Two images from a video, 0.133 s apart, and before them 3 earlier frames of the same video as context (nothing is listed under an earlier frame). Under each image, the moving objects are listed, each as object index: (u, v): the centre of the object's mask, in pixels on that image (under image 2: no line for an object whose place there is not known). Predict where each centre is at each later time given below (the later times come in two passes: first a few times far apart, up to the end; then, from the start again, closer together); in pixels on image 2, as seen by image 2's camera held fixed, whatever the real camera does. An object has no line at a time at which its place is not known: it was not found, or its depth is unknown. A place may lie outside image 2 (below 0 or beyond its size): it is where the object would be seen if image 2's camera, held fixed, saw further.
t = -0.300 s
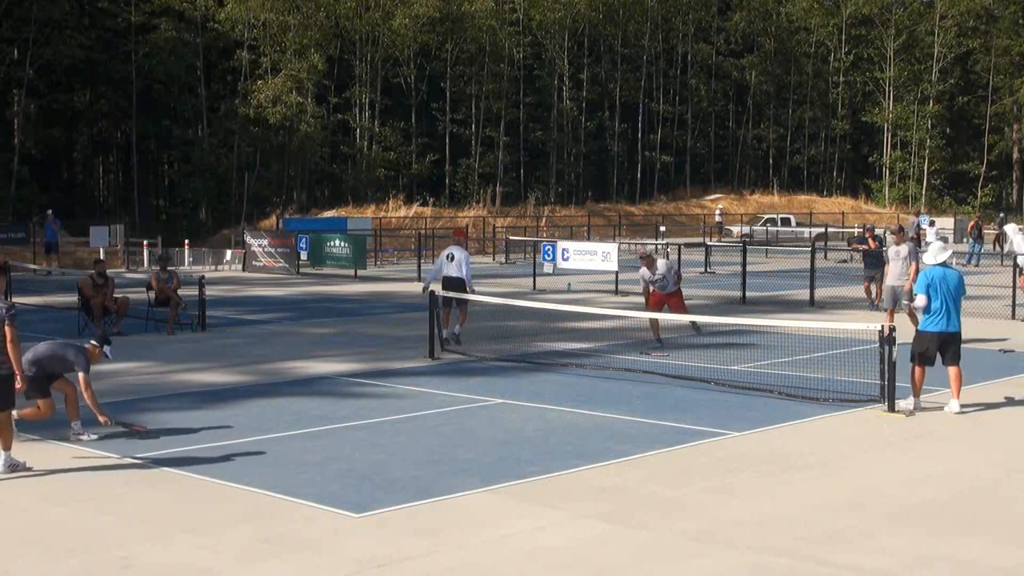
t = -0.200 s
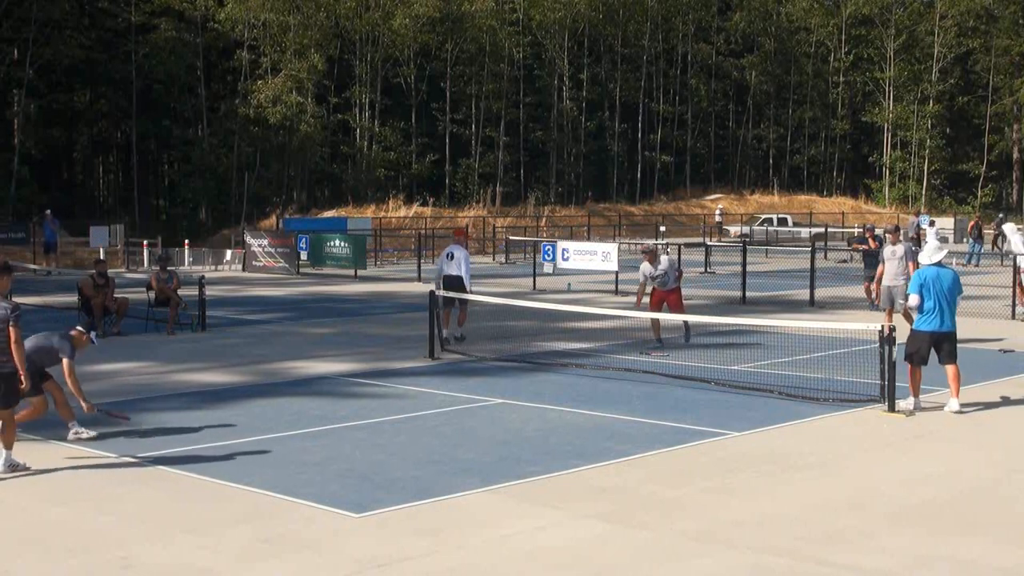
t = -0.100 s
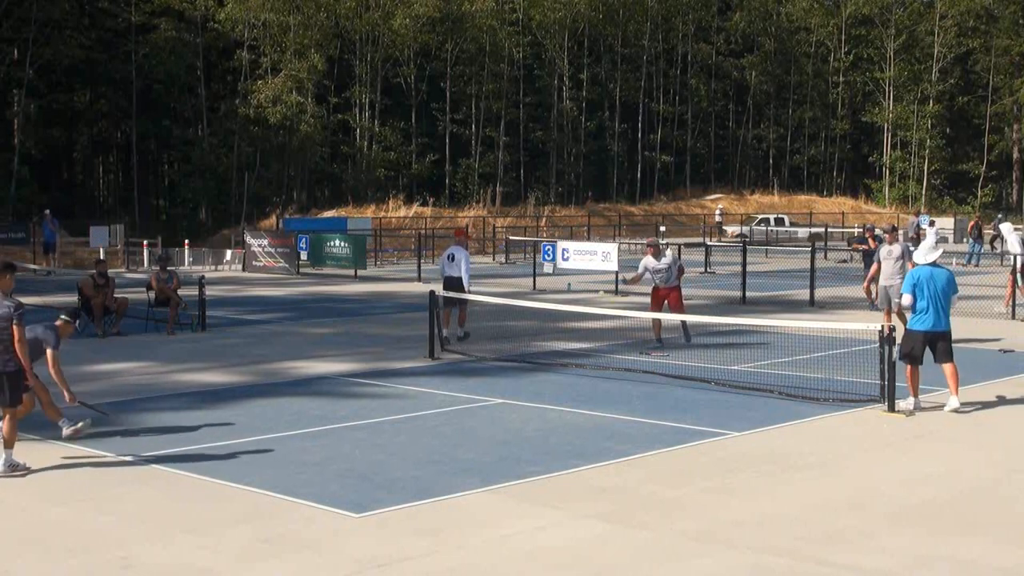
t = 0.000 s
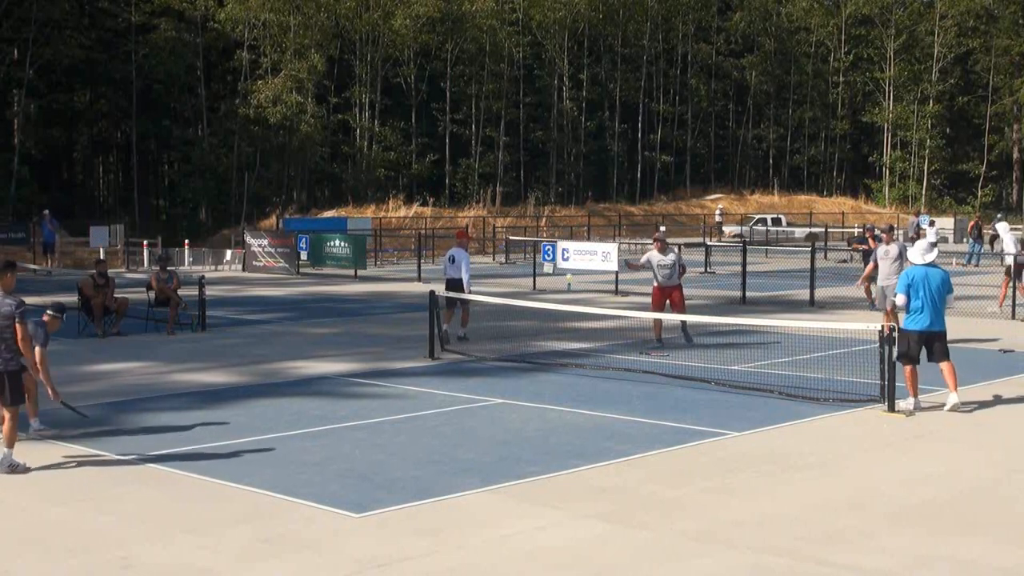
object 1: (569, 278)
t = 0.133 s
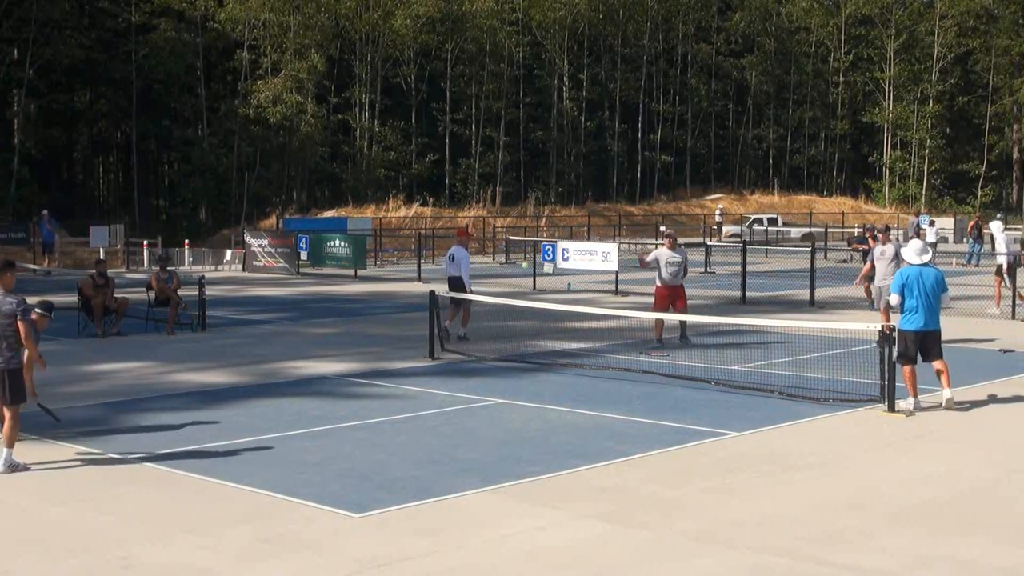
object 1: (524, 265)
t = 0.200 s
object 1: (501, 265)
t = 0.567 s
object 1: (369, 334)
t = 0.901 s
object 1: (268, 362)
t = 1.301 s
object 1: (163, 405)
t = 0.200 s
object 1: (501, 265)
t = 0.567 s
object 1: (369, 334)
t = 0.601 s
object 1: (357, 347)
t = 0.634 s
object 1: (344, 360)
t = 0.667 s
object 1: (330, 375)
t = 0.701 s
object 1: (319, 391)
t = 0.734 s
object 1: (310, 391)
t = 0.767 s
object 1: (302, 383)
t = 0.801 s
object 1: (293, 376)
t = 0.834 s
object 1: (285, 370)
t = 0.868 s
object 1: (276, 366)
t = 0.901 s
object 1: (268, 362)
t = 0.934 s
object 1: (260, 359)
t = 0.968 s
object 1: (251, 358)
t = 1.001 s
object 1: (243, 358)
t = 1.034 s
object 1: (234, 358)
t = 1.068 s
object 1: (225, 360)
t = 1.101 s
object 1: (216, 363)
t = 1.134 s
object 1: (207, 367)
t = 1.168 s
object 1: (199, 371)
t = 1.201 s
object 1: (190, 378)
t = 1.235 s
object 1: (181, 386)
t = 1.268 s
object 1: (171, 395)
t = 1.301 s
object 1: (163, 405)
